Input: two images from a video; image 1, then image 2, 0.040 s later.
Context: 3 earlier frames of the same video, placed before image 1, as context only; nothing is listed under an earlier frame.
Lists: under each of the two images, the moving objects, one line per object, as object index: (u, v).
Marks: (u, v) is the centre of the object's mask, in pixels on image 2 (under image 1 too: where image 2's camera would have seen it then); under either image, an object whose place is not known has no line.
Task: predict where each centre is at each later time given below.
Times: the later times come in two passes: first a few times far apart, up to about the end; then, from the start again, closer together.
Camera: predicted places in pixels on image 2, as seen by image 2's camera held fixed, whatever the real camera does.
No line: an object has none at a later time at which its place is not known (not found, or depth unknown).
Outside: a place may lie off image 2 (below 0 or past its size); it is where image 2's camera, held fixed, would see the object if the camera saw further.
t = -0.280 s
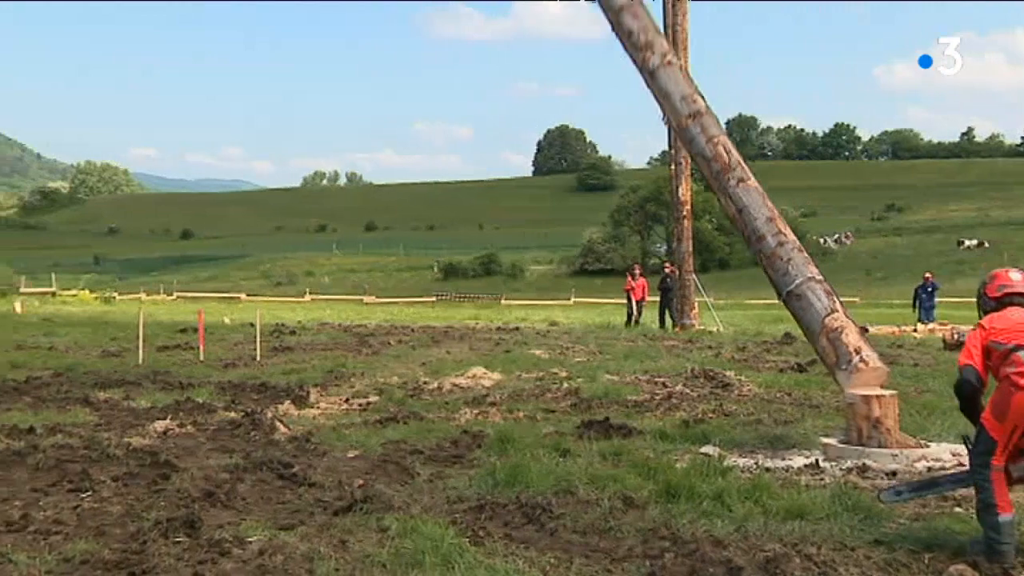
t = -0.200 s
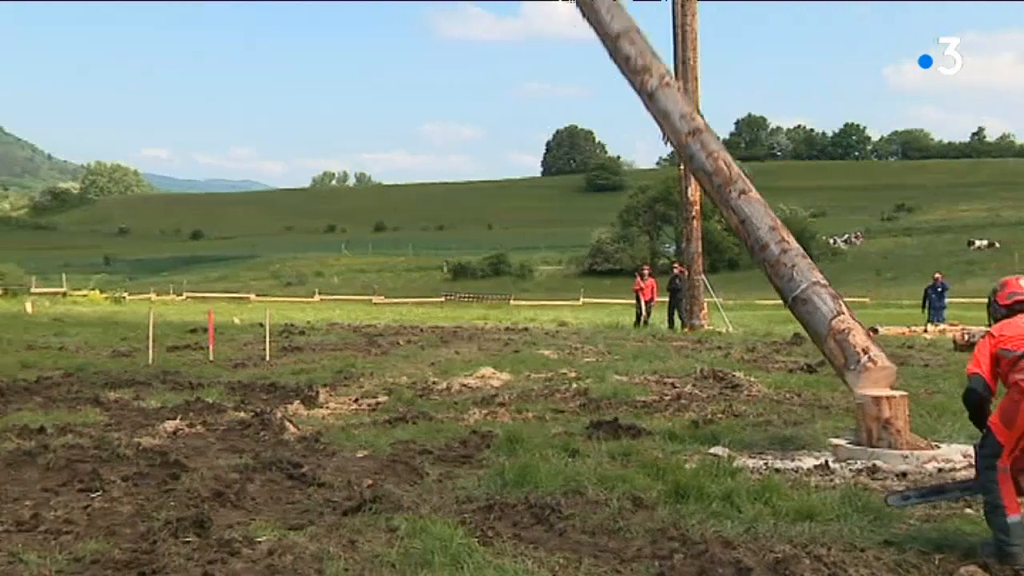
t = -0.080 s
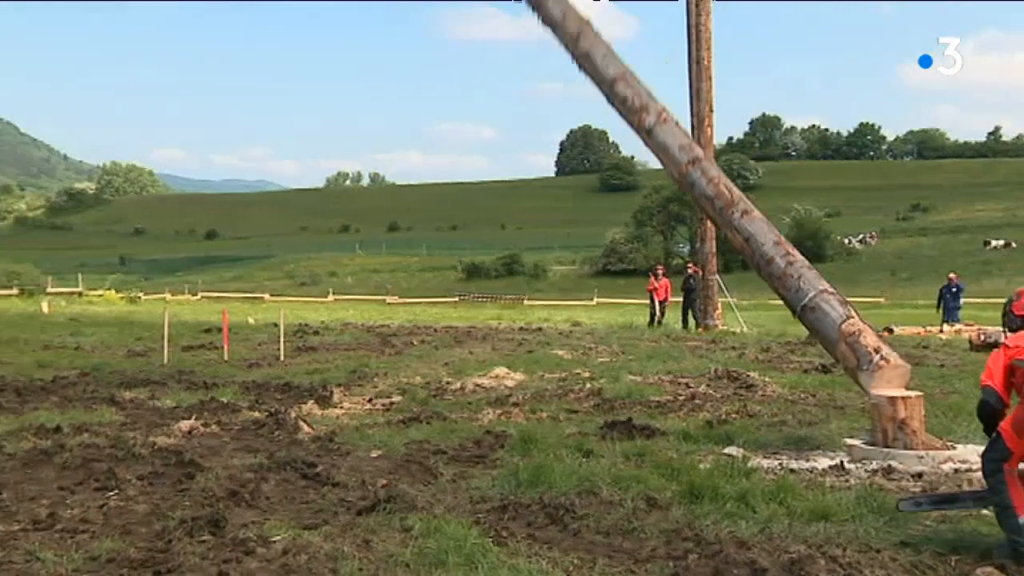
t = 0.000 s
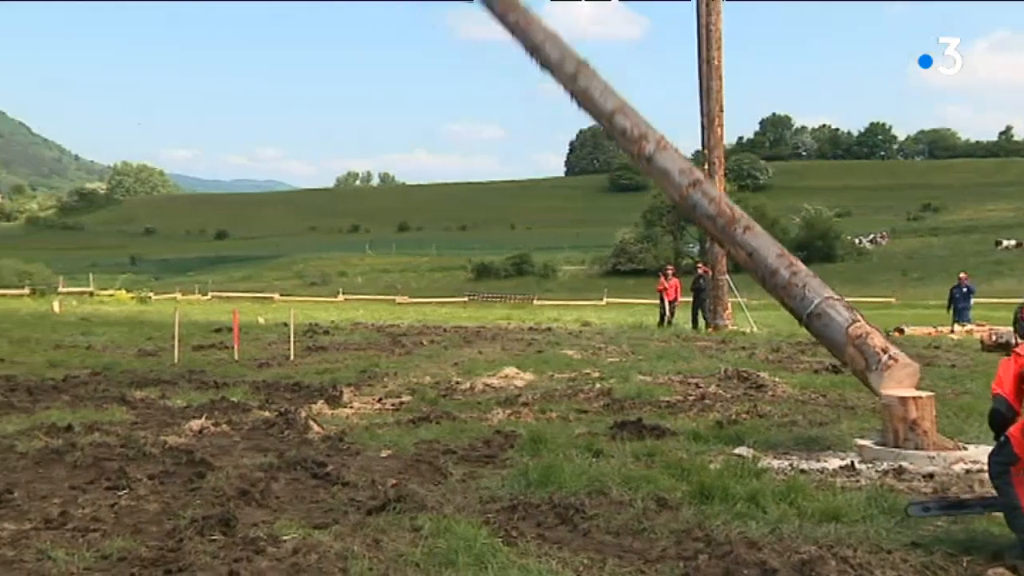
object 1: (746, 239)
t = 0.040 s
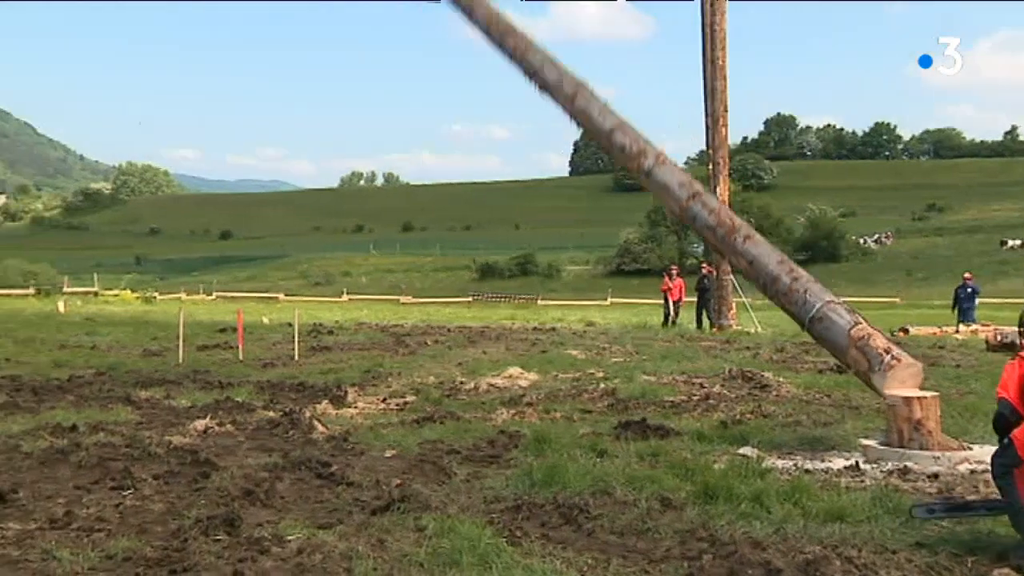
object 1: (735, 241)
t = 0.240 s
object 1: (667, 279)
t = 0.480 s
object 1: (585, 399)
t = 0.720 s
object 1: (569, 381)
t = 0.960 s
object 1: (562, 400)
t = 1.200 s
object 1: (566, 400)
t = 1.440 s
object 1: (564, 400)
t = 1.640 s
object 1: (564, 400)
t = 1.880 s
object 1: (564, 400)
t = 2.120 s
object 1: (565, 400)
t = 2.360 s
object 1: (566, 400)
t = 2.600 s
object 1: (566, 400)
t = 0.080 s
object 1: (720, 244)
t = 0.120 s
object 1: (704, 247)
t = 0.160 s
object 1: (685, 251)
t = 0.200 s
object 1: (672, 261)
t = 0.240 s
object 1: (667, 279)
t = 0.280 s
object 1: (660, 297)
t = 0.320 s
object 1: (652, 315)
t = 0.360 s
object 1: (608, 323)
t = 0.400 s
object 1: (613, 351)
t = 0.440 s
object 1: (609, 377)
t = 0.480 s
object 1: (585, 399)
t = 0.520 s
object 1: (578, 401)
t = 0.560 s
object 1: (567, 395)
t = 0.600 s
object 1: (568, 392)
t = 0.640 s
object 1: (576, 388)
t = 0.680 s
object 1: (572, 383)
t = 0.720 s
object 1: (569, 381)
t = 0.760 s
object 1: (569, 382)
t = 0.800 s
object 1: (572, 385)
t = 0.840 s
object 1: (574, 389)
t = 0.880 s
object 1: (567, 393)
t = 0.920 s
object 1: (567, 399)
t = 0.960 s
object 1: (562, 400)
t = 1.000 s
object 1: (564, 399)
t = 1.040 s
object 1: (563, 399)
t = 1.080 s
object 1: (562, 399)
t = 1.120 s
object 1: (562, 399)
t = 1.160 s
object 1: (565, 400)
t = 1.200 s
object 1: (566, 400)
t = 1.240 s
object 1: (564, 400)
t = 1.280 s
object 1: (564, 400)
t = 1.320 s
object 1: (563, 400)
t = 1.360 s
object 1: (563, 400)
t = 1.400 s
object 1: (564, 400)
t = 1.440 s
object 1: (564, 400)
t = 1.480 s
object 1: (563, 400)
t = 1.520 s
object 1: (564, 400)
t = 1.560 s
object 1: (564, 400)
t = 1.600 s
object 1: (564, 400)
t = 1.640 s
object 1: (564, 400)
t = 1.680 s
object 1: (564, 400)
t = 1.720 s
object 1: (564, 400)
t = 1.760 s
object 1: (564, 400)
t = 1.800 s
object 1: (565, 400)
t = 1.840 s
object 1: (564, 400)
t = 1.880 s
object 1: (564, 400)
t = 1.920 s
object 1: (565, 400)
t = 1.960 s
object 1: (565, 400)
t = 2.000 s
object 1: (565, 400)
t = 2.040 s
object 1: (566, 400)
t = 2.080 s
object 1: (565, 400)
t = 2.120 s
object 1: (565, 400)
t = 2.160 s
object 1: (565, 400)
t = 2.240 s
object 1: (565, 400)
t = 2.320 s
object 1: (565, 400)
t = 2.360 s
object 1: (566, 400)
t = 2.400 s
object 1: (565, 400)
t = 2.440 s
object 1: (565, 400)
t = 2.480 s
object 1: (566, 400)
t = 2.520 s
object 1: (566, 400)
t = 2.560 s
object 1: (566, 400)
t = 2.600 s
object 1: (566, 400)
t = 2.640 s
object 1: (566, 400)
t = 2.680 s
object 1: (566, 400)
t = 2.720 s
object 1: (566, 400)
